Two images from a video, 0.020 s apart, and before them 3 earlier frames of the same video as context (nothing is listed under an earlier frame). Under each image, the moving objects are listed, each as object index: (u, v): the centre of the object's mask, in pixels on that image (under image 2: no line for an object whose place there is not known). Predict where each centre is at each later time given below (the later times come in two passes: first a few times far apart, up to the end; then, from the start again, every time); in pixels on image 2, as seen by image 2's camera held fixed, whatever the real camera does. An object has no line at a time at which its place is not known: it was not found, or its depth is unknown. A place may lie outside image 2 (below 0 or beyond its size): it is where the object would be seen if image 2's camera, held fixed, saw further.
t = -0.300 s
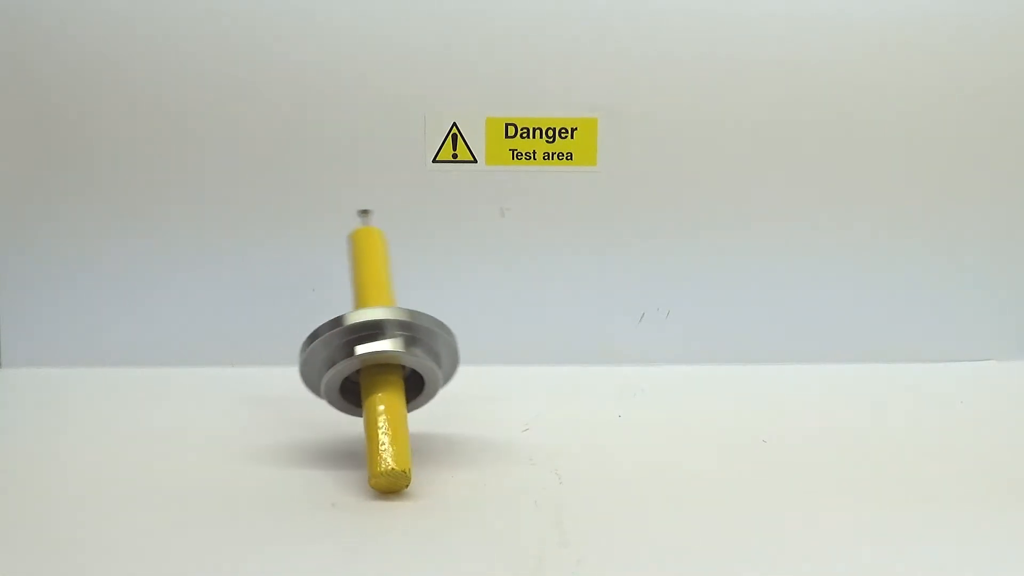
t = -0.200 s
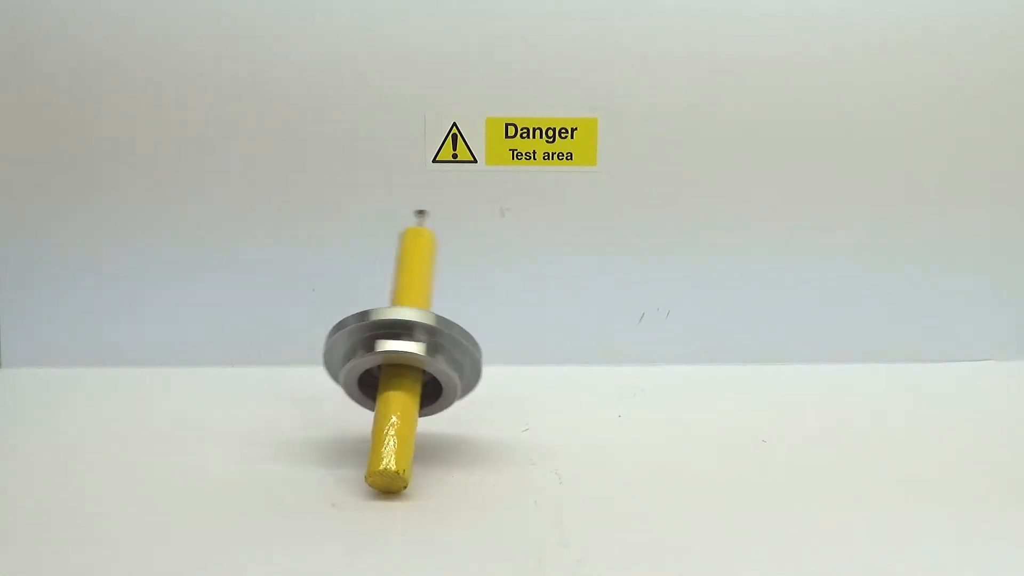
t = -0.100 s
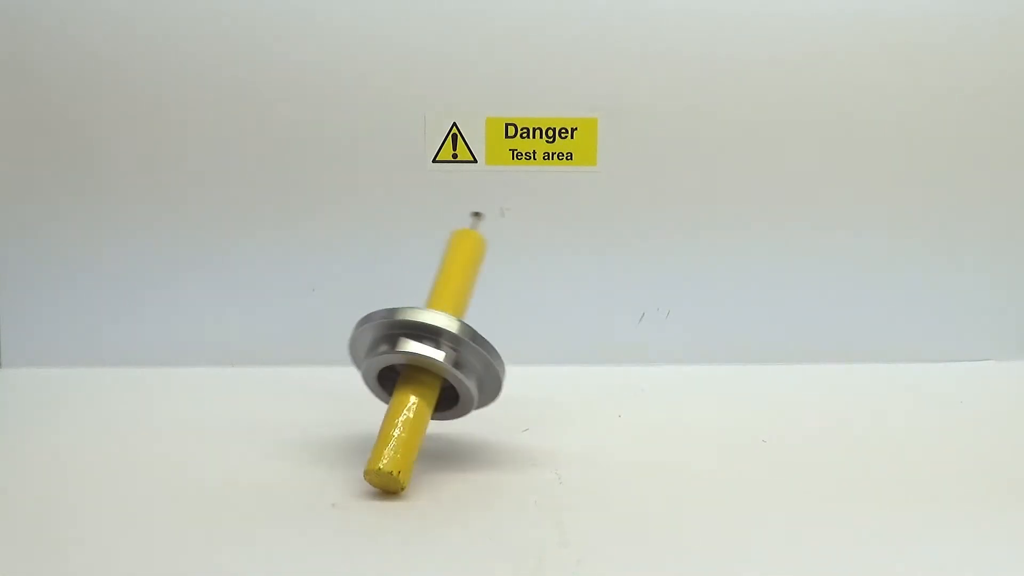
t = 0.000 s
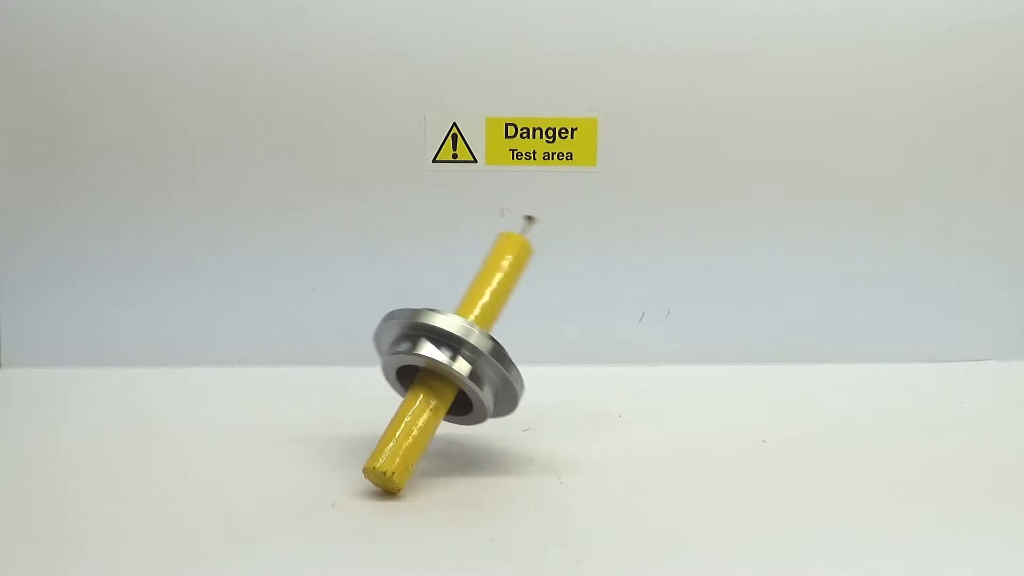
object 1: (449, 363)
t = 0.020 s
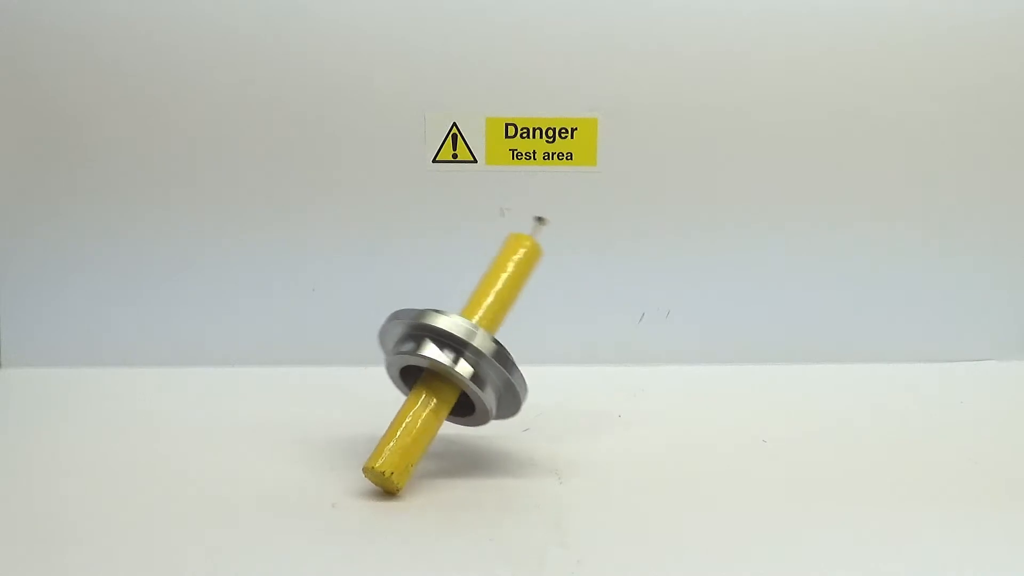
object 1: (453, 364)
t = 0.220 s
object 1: (489, 372)
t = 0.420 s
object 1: (505, 385)
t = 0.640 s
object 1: (490, 401)
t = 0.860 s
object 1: (431, 419)
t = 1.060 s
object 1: (365, 426)
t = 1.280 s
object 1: (291, 411)
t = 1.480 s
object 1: (262, 396)
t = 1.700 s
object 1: (270, 379)
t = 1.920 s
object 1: (312, 370)
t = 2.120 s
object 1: (360, 364)
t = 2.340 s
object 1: (416, 363)
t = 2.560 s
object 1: (467, 369)
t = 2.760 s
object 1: (501, 378)
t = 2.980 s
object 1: (507, 395)
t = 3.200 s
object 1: (469, 414)
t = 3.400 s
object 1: (397, 432)
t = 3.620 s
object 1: (317, 422)
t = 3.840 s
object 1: (263, 405)
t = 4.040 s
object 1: (260, 387)
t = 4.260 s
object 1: (296, 374)
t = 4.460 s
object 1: (344, 367)
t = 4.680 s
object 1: (404, 364)
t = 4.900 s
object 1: (460, 370)
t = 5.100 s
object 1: (499, 378)
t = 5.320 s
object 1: (511, 397)
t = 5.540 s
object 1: (475, 417)
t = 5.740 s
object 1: (399, 437)
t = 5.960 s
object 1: (314, 426)
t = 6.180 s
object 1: (259, 408)
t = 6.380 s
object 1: (259, 389)
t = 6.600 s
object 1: (301, 375)
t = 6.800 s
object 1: (354, 368)
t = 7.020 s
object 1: (417, 367)
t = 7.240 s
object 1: (474, 374)
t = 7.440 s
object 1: (509, 386)
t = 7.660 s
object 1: (508, 407)
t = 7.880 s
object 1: (447, 430)
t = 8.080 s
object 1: (367, 441)
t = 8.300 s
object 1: (279, 422)
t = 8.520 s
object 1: (252, 401)
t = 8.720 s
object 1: (275, 383)
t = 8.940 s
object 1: (332, 372)
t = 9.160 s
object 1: (398, 368)
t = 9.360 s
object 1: (457, 373)
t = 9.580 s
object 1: (506, 385)
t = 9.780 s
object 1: (516, 404)
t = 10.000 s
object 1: (470, 428)
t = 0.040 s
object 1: (457, 365)
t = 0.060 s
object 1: (461, 366)
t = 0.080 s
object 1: (465, 366)
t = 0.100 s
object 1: (469, 367)
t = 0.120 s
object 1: (472, 368)
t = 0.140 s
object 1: (476, 369)
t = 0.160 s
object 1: (480, 369)
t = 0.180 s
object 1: (483, 370)
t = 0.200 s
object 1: (486, 371)
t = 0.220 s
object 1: (489, 372)
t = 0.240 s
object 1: (492, 373)
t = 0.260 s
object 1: (495, 373)
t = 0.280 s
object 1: (497, 375)
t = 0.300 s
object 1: (499, 376)
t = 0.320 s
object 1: (500, 378)
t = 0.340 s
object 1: (502, 379)
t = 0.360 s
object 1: (503, 380)
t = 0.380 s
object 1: (504, 382)
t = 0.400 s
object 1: (505, 383)
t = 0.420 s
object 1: (505, 385)
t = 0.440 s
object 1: (505, 386)
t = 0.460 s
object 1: (505, 388)
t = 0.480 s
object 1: (505, 389)
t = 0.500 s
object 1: (504, 390)
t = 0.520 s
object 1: (504, 392)
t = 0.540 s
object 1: (502, 393)
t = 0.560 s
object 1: (501, 395)
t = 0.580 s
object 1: (499, 396)
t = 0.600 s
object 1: (496, 398)
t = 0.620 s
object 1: (494, 400)
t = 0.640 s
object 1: (490, 401)
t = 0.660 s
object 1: (487, 403)
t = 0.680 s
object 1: (483, 404)
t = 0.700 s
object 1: (479, 406)
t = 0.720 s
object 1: (474, 407)
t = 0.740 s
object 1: (469, 409)
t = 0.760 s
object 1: (464, 410)
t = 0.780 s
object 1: (458, 412)
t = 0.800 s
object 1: (452, 413)
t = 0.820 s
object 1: (446, 415)
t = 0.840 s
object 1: (438, 417)
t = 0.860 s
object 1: (431, 419)
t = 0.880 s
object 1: (424, 422)
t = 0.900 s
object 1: (417, 423)
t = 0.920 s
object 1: (410, 425)
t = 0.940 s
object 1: (403, 426)
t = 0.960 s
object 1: (397, 427)
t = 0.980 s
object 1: (390, 428)
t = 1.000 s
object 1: (384, 428)
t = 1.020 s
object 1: (378, 428)
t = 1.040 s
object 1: (371, 427)
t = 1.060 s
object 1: (365, 426)
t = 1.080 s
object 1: (357, 425)
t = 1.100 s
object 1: (350, 423)
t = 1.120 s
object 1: (343, 422)
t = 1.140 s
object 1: (335, 420)
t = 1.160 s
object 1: (328, 419)
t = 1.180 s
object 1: (321, 418)
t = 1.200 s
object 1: (315, 417)
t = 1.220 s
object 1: (308, 416)
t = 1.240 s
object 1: (302, 414)
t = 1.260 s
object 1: (297, 413)
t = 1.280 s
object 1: (291, 411)
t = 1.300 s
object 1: (287, 410)
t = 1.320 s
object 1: (282, 408)
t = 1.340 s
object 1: (278, 407)
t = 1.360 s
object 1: (274, 405)
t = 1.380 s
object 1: (271, 404)
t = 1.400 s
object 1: (269, 402)
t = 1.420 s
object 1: (266, 401)
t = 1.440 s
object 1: (264, 399)
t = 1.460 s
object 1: (263, 398)
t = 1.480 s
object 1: (262, 396)
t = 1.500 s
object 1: (261, 394)
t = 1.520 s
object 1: (261, 393)
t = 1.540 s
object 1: (261, 392)
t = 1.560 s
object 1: (261, 390)
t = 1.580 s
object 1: (261, 388)
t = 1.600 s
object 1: (262, 387)
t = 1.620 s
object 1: (263, 385)
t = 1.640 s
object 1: (264, 383)
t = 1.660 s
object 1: (266, 382)
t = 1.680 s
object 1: (267, 380)
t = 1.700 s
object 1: (270, 379)
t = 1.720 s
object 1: (272, 378)
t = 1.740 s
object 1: (276, 377)
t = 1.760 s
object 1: (279, 376)
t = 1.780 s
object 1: (283, 375)
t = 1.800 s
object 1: (287, 374)
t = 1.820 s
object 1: (290, 373)
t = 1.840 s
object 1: (295, 372)
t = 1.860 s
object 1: (299, 372)
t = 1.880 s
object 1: (303, 371)
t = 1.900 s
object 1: (307, 370)
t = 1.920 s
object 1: (312, 370)
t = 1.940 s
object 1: (316, 369)
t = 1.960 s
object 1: (321, 368)
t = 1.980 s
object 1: (325, 367)
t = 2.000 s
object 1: (330, 367)
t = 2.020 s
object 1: (335, 366)
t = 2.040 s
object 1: (340, 366)
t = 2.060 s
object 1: (345, 365)
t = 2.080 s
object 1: (350, 365)
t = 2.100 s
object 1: (355, 364)
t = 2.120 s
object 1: (360, 364)
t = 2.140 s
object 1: (365, 363)
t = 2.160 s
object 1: (370, 363)
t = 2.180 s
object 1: (375, 362)
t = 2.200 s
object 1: (380, 362)
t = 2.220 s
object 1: (385, 362)
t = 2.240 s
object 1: (390, 362)
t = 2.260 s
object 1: (395, 362)
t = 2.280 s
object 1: (401, 362)
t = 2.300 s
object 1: (406, 362)
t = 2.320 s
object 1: (411, 363)
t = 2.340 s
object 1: (416, 363)
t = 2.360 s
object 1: (421, 363)
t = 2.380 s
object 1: (426, 363)
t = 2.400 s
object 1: (431, 364)
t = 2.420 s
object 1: (436, 364)
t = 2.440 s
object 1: (441, 364)
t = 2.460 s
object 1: (445, 365)
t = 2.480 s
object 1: (450, 365)
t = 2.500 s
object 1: (454, 366)
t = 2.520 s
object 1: (459, 367)
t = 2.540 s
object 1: (463, 368)
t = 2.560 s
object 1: (467, 369)
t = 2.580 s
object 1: (471, 369)
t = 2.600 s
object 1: (475, 370)
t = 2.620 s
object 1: (479, 371)
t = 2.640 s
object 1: (483, 371)
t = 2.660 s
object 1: (486, 372)
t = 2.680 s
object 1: (490, 373)
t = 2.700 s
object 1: (493, 374)
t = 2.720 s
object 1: (496, 375)
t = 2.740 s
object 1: (498, 376)
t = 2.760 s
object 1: (501, 378)
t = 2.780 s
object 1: (503, 379)
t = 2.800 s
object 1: (504, 381)
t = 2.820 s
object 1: (506, 383)
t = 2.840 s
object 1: (507, 384)
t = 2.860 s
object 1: (507, 386)
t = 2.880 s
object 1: (508, 388)
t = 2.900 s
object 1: (508, 389)
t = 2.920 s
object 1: (508, 390)
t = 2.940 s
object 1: (508, 392)
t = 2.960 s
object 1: (507, 394)
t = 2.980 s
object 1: (507, 395)
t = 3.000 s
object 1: (505, 397)
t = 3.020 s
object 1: (504, 399)
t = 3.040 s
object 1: (502, 400)
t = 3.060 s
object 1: (499, 402)
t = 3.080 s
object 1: (496, 404)
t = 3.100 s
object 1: (493, 405)
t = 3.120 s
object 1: (489, 407)
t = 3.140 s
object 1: (484, 409)
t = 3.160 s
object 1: (479, 410)
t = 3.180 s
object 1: (474, 412)
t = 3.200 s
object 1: (469, 414)
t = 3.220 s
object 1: (463, 415)
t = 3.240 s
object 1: (457, 417)
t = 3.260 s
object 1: (450, 419)
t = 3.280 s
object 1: (442, 421)
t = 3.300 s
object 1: (435, 424)
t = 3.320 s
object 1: (427, 426)
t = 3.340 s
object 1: (419, 427)
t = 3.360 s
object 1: (412, 429)
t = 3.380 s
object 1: (404, 431)
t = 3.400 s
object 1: (397, 432)
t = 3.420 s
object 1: (391, 433)
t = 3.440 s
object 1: (384, 433)
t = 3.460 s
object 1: (378, 433)
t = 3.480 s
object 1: (371, 432)
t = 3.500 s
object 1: (364, 431)
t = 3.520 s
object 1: (356, 430)
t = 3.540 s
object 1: (348, 428)
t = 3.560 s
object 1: (340, 426)
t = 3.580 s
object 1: (332, 425)
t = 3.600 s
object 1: (324, 423)
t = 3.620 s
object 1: (317, 422)
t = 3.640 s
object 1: (310, 420)
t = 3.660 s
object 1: (304, 419)
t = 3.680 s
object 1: (297, 418)
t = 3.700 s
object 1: (291, 416)
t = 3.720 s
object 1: (286, 415)
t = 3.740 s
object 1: (281, 413)
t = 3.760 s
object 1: (276, 411)
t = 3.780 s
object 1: (272, 410)
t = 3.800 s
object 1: (269, 408)
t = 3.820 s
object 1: (266, 406)
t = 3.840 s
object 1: (263, 405)
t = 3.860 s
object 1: (261, 403)
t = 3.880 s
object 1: (259, 401)
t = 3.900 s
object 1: (258, 400)
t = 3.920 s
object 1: (258, 398)
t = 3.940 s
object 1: (258, 396)
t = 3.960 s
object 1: (258, 395)
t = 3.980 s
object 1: (258, 393)
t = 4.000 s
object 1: (259, 391)
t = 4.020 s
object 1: (259, 389)
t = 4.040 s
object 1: (260, 387)
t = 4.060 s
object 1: (262, 386)
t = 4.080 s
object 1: (263, 384)
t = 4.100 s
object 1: (265, 382)
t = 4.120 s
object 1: (268, 381)
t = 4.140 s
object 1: (271, 380)
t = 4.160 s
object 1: (275, 379)
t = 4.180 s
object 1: (279, 378)
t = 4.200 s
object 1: (283, 377)
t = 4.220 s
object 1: (287, 376)
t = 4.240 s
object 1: (291, 375)
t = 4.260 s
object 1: (296, 374)
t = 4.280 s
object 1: (300, 373)
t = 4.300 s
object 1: (304, 372)
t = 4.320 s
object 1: (309, 372)
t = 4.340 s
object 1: (314, 371)
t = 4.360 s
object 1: (319, 370)
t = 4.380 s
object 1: (324, 369)
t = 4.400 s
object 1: (329, 369)
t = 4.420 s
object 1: (334, 368)
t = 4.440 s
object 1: (339, 367)
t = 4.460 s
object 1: (344, 367)
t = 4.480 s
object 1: (350, 366)
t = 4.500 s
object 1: (355, 366)
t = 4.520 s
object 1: (361, 365)
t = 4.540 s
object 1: (366, 365)
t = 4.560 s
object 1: (372, 365)
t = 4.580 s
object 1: (377, 364)
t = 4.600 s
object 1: (382, 364)
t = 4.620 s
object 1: (388, 364)
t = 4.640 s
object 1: (393, 364)
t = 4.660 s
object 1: (398, 364)
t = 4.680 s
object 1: (404, 364)
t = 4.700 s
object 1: (409, 364)
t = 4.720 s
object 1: (415, 365)
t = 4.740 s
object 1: (420, 365)
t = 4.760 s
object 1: (425, 366)
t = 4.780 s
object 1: (430, 366)
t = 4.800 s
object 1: (436, 367)
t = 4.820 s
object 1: (441, 367)
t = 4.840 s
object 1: (446, 367)
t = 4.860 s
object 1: (451, 368)
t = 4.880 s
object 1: (455, 368)
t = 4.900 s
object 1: (460, 370)
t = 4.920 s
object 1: (464, 371)
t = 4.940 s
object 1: (469, 371)
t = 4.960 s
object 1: (473, 372)
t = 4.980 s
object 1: (478, 372)
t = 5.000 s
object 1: (482, 373)
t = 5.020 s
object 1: (486, 374)
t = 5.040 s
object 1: (489, 375)
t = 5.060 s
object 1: (493, 376)
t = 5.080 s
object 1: (496, 377)
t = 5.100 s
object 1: (499, 378)
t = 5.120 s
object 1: (503, 379)
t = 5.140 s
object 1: (505, 381)
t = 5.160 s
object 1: (506, 383)
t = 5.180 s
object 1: (508, 384)
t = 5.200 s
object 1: (510, 386)
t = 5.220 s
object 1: (510, 388)
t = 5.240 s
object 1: (511, 390)
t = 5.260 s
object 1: (511, 392)
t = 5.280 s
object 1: (511, 393)
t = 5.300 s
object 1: (511, 395)
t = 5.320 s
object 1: (511, 397)
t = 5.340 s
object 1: (510, 398)
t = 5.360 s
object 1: (509, 400)
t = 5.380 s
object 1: (507, 402)
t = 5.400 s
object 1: (505, 404)
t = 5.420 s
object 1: (502, 406)
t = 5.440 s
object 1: (499, 408)
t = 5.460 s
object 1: (495, 410)
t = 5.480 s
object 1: (491, 411)
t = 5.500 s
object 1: (486, 413)
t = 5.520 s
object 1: (481, 415)
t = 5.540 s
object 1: (475, 417)
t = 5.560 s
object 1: (469, 419)
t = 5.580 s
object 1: (462, 420)
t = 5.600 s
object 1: (455, 422)
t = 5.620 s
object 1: (448, 424)
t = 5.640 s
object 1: (440, 427)
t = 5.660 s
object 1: (432, 430)
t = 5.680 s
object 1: (423, 431)
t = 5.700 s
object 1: (414, 434)
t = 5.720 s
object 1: (407, 436)
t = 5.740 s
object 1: (399, 437)
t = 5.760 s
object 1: (392, 437)
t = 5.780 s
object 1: (385, 438)
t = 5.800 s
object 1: (378, 438)
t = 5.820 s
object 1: (372, 437)
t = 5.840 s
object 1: (364, 436)
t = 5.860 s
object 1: (356, 435)
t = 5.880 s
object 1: (348, 433)
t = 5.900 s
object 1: (339, 431)
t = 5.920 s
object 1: (330, 429)
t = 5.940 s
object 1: (322, 427)
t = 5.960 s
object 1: (314, 426)
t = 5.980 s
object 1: (307, 425)
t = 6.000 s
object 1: (300, 423)
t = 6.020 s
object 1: (293, 422)
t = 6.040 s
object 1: (287, 420)
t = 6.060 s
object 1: (281, 418)
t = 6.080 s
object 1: (276, 417)
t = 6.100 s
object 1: (271, 415)
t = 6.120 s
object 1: (268, 413)
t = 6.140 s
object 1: (264, 411)
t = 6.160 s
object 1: (261, 409)
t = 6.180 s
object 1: (259, 408)
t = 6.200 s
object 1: (257, 406)
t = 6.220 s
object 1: (256, 404)
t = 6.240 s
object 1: (255, 402)
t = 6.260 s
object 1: (255, 400)
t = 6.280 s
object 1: (255, 398)
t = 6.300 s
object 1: (255, 396)
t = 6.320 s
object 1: (256, 394)
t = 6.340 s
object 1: (257, 393)
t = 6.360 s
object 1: (258, 391)
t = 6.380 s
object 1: (259, 389)
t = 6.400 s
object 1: (261, 387)
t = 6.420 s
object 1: (263, 385)
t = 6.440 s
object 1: (266, 384)
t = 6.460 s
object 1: (270, 383)
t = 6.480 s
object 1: (274, 381)
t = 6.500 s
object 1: (278, 380)
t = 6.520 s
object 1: (282, 379)
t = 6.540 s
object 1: (287, 378)
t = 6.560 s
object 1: (291, 377)
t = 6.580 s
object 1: (296, 376)
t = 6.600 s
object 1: (301, 375)
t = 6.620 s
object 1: (306, 374)
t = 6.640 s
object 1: (311, 374)
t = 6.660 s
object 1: (316, 373)
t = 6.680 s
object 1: (321, 372)
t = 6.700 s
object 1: (326, 371)
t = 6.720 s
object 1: (332, 370)
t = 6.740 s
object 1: (337, 370)
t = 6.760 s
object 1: (343, 369)
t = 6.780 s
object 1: (349, 368)
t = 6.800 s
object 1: (354, 368)
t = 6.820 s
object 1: (360, 367)
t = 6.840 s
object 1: (366, 367)
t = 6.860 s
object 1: (371, 366)
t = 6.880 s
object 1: (377, 366)
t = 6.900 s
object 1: (383, 365)
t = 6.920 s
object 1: (389, 365)
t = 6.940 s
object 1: (394, 365)
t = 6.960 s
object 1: (400, 366)
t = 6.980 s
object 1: (406, 366)
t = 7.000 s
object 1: (412, 366)
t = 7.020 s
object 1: (417, 367)
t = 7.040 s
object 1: (423, 367)
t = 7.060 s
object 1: (429, 367)
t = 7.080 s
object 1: (434, 368)
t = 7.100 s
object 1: (440, 368)
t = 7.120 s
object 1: (445, 369)
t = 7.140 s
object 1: (450, 369)
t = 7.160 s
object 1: (456, 370)
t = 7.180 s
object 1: (460, 371)
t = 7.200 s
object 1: (465, 372)
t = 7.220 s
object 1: (470, 373)
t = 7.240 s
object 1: (474, 374)
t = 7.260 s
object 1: (479, 375)
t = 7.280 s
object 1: (483, 375)
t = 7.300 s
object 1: (487, 377)
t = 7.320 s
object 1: (491, 378)
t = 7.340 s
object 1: (495, 379)
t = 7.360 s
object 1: (499, 380)
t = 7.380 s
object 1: (502, 381)
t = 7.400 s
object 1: (505, 383)
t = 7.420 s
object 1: (507, 384)
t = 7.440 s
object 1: (509, 386)
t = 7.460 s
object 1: (511, 388)
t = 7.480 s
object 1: (512, 390)
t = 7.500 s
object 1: (513, 392)
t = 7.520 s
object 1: (514, 393)
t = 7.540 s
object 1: (514, 395)
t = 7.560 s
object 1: (514, 397)
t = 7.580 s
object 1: (513, 399)
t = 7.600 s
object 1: (513, 401)
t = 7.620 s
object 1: (511, 403)
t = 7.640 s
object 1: (510, 405)
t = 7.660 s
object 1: (508, 407)
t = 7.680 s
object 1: (505, 409)
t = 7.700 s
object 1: (502, 411)
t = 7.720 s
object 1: (498, 413)
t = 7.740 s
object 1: (493, 415)
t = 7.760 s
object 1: (488, 417)
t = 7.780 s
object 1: (483, 419)
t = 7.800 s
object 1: (477, 421)
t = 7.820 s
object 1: (470, 423)
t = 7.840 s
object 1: (463, 425)
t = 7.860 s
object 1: (456, 427)
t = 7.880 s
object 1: (447, 430)
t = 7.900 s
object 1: (439, 431)
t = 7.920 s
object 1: (430, 435)
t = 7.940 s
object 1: (420, 436)
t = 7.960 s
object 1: (412, 439)
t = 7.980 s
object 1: (404, 440)
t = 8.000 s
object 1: (397, 441)
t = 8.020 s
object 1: (390, 441)
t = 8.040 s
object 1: (382, 441)
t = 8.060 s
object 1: (375, 441)
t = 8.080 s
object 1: (367, 441)
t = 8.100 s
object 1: (359, 440)
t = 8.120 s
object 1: (350, 438)
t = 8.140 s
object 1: (341, 436)
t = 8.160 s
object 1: (332, 434)
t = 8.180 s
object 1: (322, 432)
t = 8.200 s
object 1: (314, 431)
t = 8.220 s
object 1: (306, 429)
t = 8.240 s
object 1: (299, 428)
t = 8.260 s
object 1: (292, 426)
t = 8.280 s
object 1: (285, 424)
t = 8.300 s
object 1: (279, 422)
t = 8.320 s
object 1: (274, 421)
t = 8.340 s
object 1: (269, 419)
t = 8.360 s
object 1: (264, 417)
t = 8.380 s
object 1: (261, 415)
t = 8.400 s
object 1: (258, 413)
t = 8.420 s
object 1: (256, 411)
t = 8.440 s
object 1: (254, 409)
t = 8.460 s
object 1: (253, 407)
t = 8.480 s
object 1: (252, 405)
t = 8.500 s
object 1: (252, 403)
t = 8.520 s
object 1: (252, 401)
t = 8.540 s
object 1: (253, 399)
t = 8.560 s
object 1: (253, 396)
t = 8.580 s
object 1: (254, 394)
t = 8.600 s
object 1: (256, 392)
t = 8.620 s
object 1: (257, 390)
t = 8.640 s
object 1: (260, 389)
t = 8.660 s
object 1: (263, 387)
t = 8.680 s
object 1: (267, 386)
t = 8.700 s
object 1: (271, 384)
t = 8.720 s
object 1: (275, 383)
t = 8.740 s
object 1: (280, 382)
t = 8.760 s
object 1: (284, 381)
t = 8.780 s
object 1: (289, 380)
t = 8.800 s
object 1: (294, 379)
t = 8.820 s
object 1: (299, 378)
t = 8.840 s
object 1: (305, 377)
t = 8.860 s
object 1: (310, 376)
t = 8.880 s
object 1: (315, 375)
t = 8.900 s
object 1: (321, 374)
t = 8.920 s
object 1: (326, 373)
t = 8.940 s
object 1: (332, 372)
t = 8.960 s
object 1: (338, 372)
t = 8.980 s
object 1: (344, 371)
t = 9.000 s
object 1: (350, 370)
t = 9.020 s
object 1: (356, 369)
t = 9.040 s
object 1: (362, 369)
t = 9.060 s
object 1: (368, 368)
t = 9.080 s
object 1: (374, 368)
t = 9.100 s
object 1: (380, 368)
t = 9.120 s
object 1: (386, 368)
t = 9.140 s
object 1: (392, 368)
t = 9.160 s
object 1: (398, 368)
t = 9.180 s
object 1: (404, 368)
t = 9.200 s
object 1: (410, 368)
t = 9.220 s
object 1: (416, 369)
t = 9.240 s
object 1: (422, 369)
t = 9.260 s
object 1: (428, 369)
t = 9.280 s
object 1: (434, 370)
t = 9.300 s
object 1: (440, 371)
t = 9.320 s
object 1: (446, 371)
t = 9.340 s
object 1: (451, 372)
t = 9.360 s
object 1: (457, 373)
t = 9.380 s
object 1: (462, 374)
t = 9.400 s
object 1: (467, 374)
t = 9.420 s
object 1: (472, 375)
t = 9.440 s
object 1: (477, 376)
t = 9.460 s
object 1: (481, 377)
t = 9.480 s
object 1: (486, 378)
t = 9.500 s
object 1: (490, 379)
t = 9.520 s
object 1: (495, 381)
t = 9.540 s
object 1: (499, 382)
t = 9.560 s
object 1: (503, 383)
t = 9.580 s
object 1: (506, 385)
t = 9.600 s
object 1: (509, 386)
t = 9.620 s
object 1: (511, 388)
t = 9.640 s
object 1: (513, 390)
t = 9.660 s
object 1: (515, 392)
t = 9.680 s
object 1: (516, 394)
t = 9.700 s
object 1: (516, 396)
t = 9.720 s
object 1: (517, 398)
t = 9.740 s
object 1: (517, 400)
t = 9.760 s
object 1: (516, 402)
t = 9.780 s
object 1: (516, 404)
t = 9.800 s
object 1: (514, 406)
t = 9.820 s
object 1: (513, 408)
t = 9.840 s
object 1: (511, 410)
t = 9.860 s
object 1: (508, 413)
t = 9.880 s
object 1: (504, 415)
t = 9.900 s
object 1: (500, 417)
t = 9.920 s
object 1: (495, 419)
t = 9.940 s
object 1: (490, 422)
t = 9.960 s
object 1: (484, 424)
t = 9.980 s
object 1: (477, 426)
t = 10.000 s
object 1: (470, 428)
